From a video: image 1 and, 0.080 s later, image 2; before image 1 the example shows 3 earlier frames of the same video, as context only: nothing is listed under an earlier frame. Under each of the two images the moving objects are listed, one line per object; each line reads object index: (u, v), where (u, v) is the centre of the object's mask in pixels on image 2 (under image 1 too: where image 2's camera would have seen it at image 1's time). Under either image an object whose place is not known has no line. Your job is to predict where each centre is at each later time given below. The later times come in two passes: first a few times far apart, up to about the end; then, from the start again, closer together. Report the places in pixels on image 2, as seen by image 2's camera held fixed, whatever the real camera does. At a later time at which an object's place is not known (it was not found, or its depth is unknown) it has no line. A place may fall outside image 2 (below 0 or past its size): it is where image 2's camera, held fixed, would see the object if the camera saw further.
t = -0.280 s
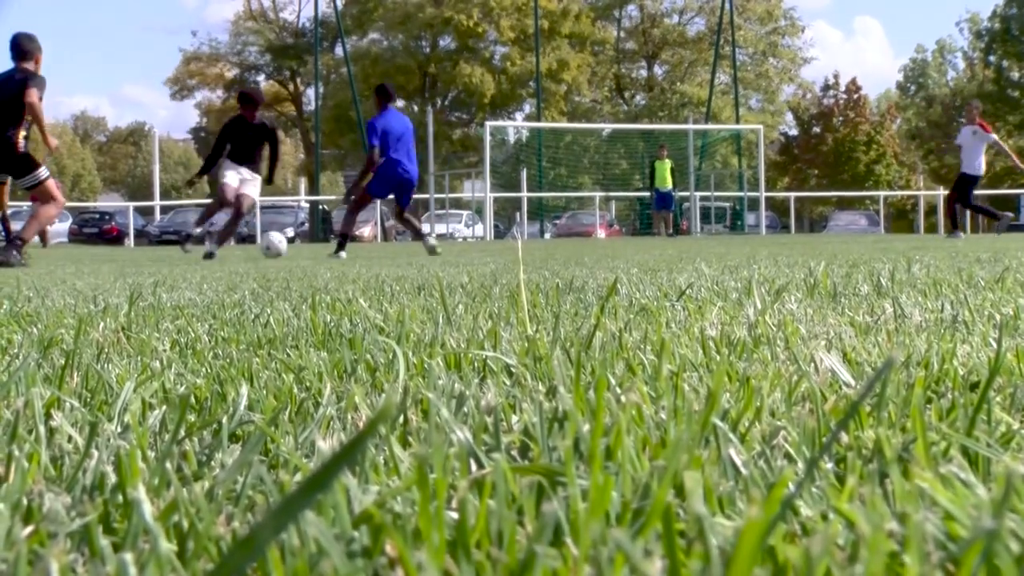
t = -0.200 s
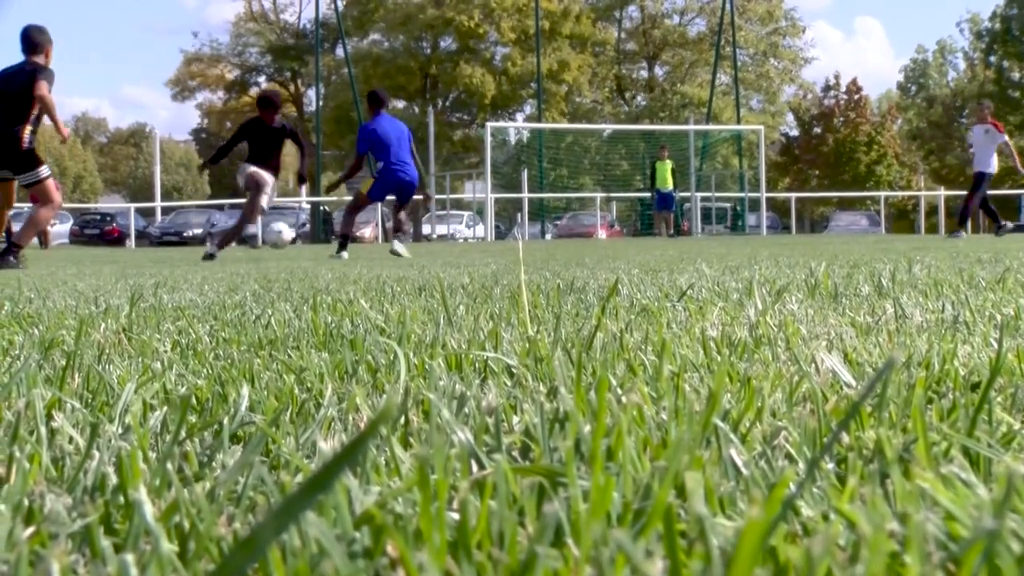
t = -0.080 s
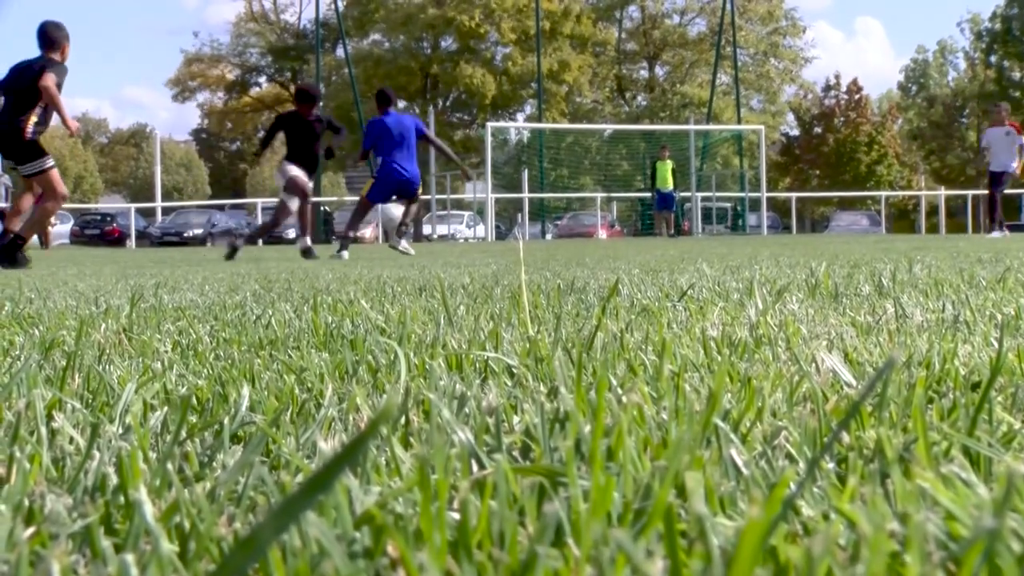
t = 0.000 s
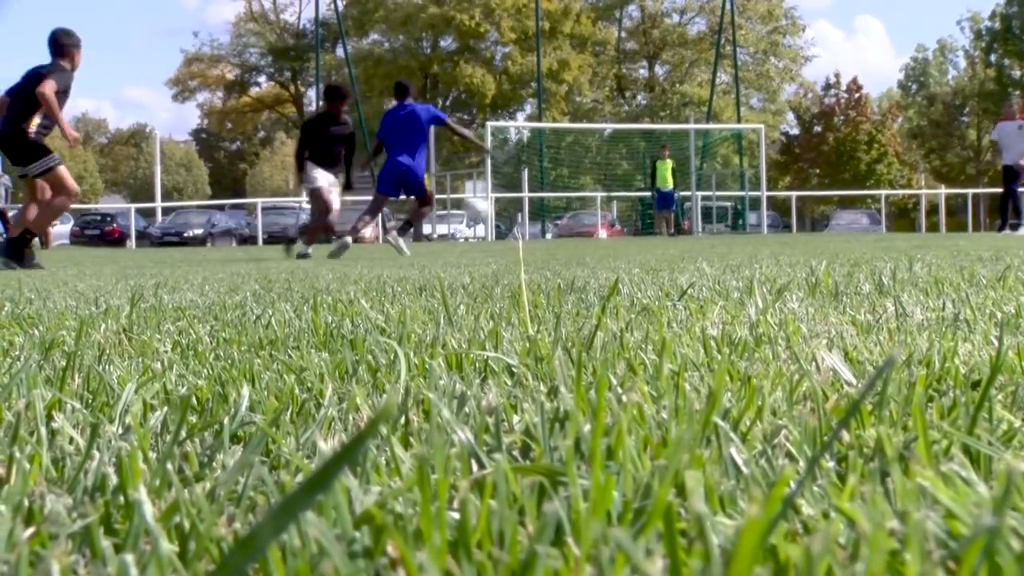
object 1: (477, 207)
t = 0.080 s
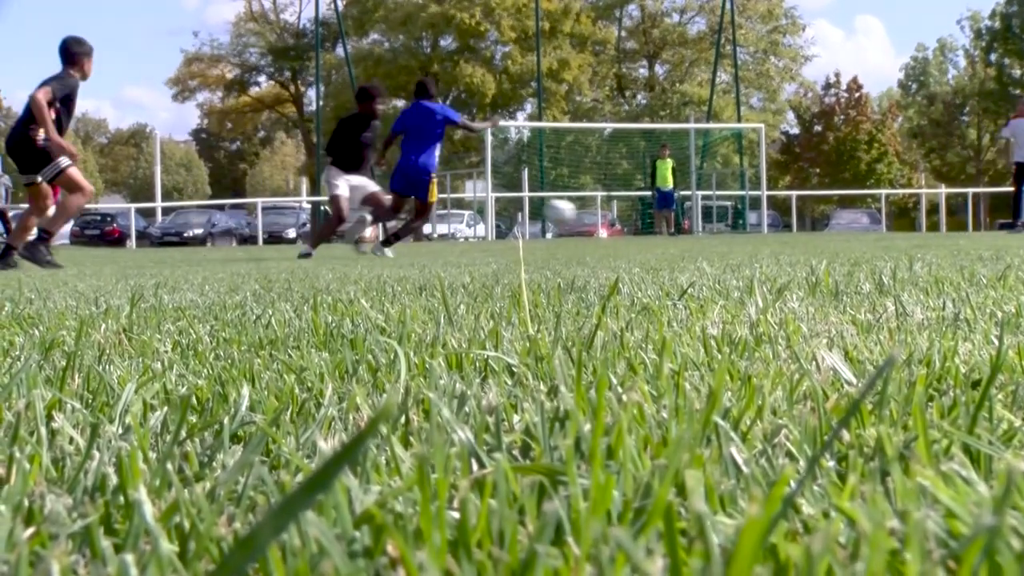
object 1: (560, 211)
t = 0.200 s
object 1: (683, 229)
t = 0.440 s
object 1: (849, 219)
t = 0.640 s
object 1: (968, 228)
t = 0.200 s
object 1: (683, 229)
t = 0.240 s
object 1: (723, 237)
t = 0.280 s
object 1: (751, 233)
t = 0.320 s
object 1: (776, 226)
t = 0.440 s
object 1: (849, 219)
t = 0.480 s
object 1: (877, 220)
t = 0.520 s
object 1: (900, 223)
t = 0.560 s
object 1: (923, 228)
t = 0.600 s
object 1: (949, 231)
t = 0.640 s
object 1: (968, 228)
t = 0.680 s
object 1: (987, 224)
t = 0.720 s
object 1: (1007, 222)
